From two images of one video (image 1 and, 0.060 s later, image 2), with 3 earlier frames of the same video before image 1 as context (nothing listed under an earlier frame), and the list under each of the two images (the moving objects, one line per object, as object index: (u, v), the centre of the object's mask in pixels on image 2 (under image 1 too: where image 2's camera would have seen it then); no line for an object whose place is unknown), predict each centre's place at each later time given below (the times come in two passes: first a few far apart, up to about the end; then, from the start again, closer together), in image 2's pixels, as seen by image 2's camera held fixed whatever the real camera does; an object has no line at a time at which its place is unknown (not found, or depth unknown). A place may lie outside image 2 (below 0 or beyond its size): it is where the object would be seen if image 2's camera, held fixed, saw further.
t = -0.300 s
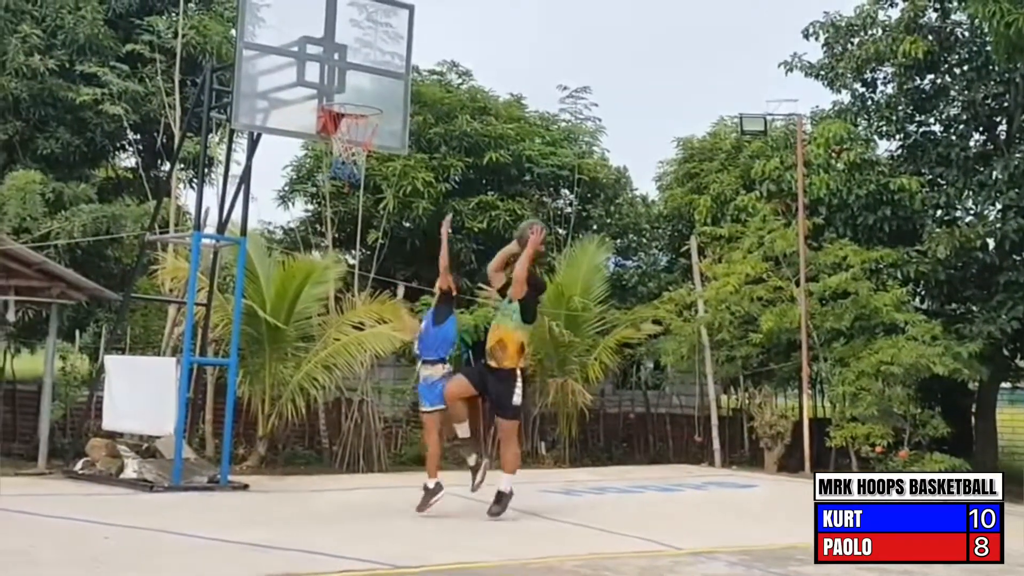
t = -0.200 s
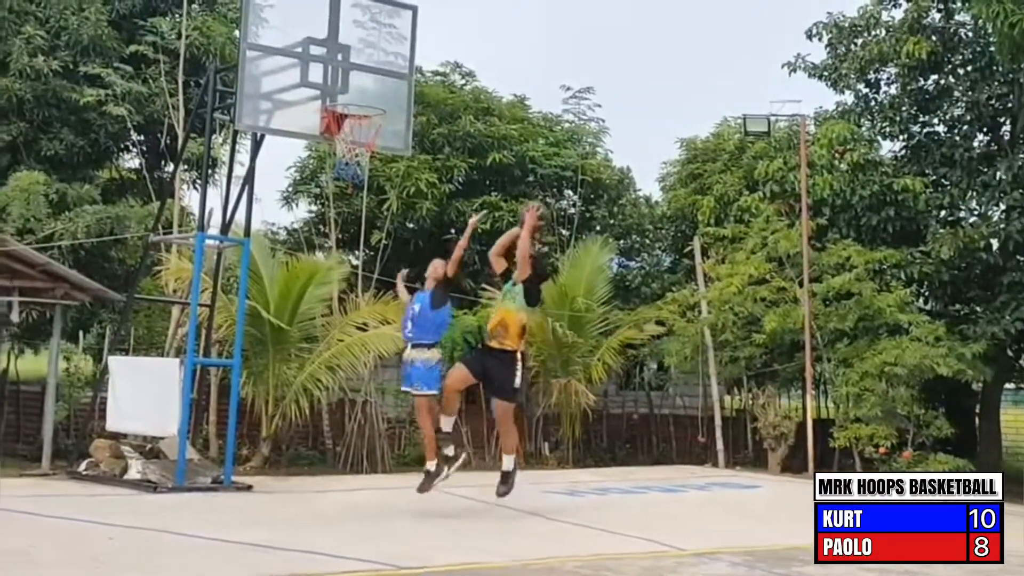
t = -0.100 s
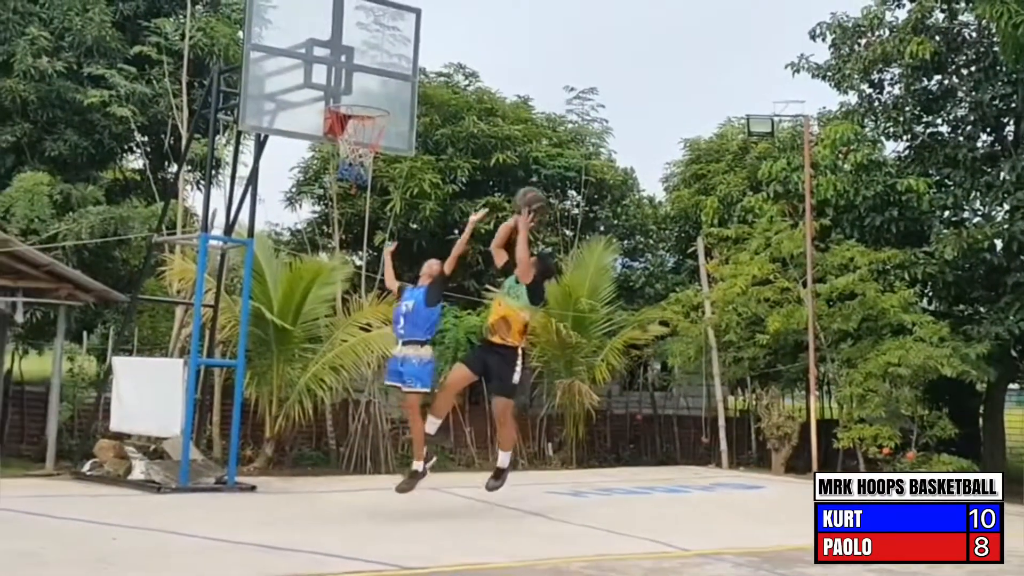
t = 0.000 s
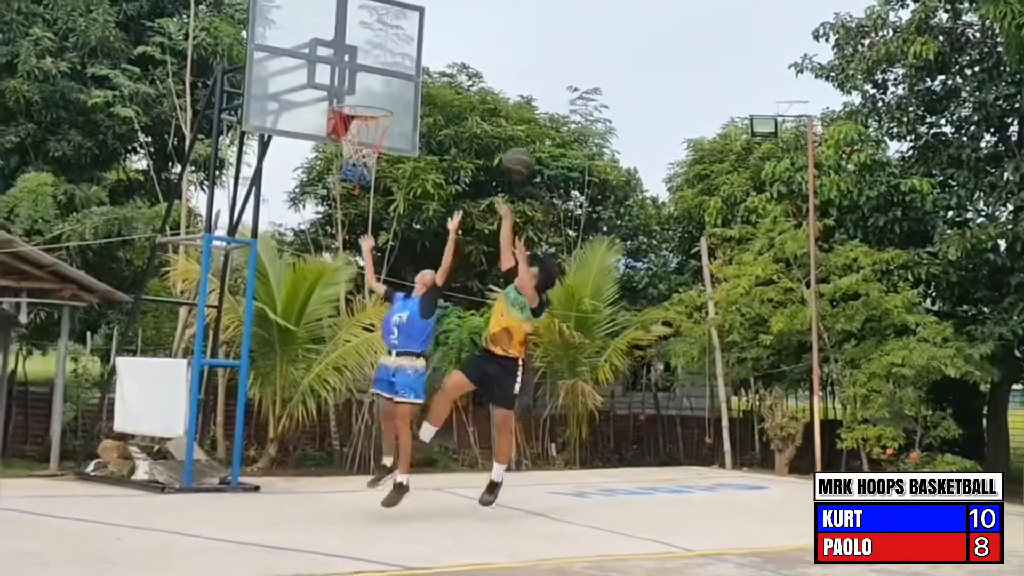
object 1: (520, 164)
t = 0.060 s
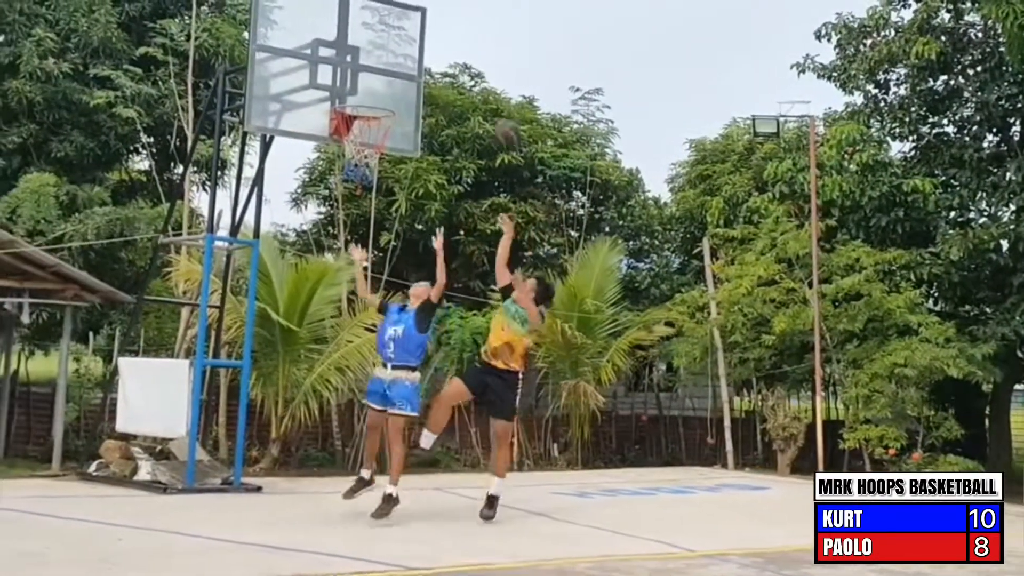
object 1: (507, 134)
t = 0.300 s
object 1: (454, 72)
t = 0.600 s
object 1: (385, 95)
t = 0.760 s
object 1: (363, 102)
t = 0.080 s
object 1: (502, 129)
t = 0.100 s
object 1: (498, 119)
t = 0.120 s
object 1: (495, 115)
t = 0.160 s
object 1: (487, 101)
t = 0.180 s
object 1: (481, 95)
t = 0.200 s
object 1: (476, 90)
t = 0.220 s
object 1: (472, 86)
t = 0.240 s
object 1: (468, 81)
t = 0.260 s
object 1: (463, 77)
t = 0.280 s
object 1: (458, 74)
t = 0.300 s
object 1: (454, 72)
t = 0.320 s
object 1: (449, 70)
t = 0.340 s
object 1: (444, 69)
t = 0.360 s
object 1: (440, 68)
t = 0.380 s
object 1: (436, 68)
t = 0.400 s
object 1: (431, 68)
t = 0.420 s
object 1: (427, 69)
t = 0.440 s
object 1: (422, 70)
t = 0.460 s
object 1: (417, 71)
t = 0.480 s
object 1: (413, 73)
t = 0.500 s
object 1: (408, 76)
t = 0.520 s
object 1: (404, 79)
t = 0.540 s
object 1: (399, 83)
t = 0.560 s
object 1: (394, 87)
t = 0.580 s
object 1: (389, 92)
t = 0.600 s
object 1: (385, 95)
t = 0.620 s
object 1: (382, 96)
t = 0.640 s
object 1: (380, 97)
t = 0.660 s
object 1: (376, 97)
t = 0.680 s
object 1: (374, 97)
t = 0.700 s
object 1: (371, 97)
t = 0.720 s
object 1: (368, 98)
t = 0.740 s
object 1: (365, 100)
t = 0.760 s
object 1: (363, 102)
